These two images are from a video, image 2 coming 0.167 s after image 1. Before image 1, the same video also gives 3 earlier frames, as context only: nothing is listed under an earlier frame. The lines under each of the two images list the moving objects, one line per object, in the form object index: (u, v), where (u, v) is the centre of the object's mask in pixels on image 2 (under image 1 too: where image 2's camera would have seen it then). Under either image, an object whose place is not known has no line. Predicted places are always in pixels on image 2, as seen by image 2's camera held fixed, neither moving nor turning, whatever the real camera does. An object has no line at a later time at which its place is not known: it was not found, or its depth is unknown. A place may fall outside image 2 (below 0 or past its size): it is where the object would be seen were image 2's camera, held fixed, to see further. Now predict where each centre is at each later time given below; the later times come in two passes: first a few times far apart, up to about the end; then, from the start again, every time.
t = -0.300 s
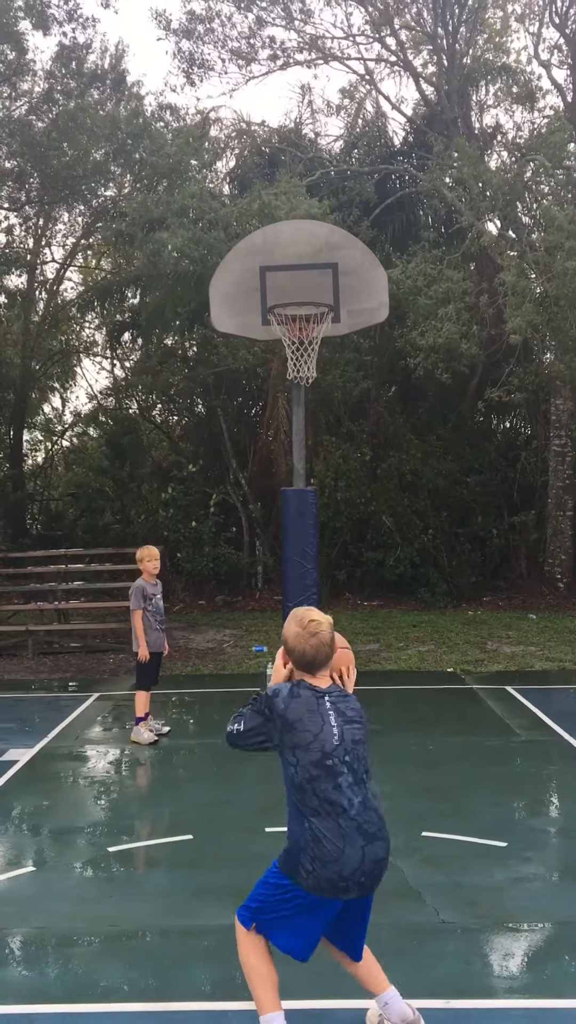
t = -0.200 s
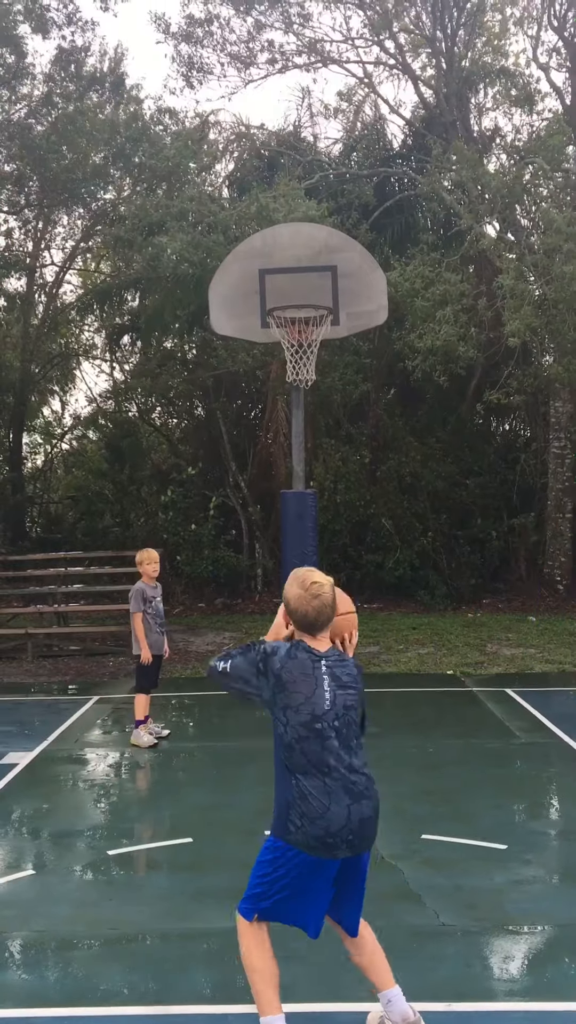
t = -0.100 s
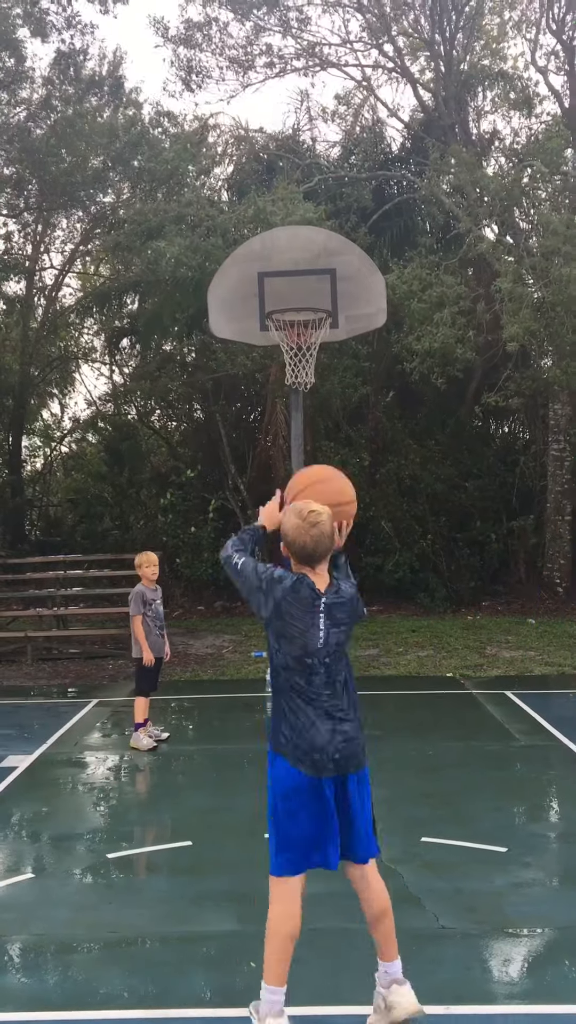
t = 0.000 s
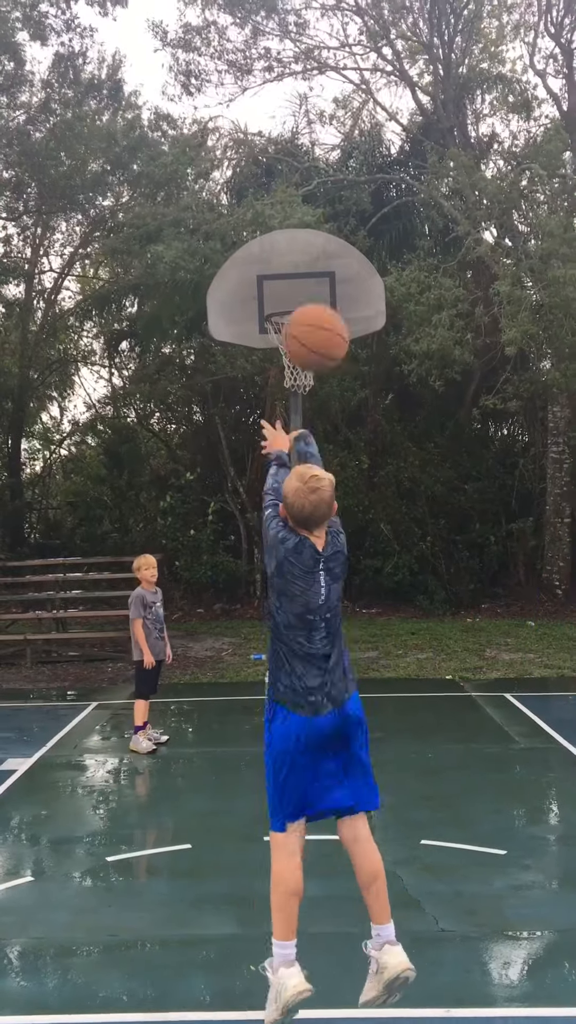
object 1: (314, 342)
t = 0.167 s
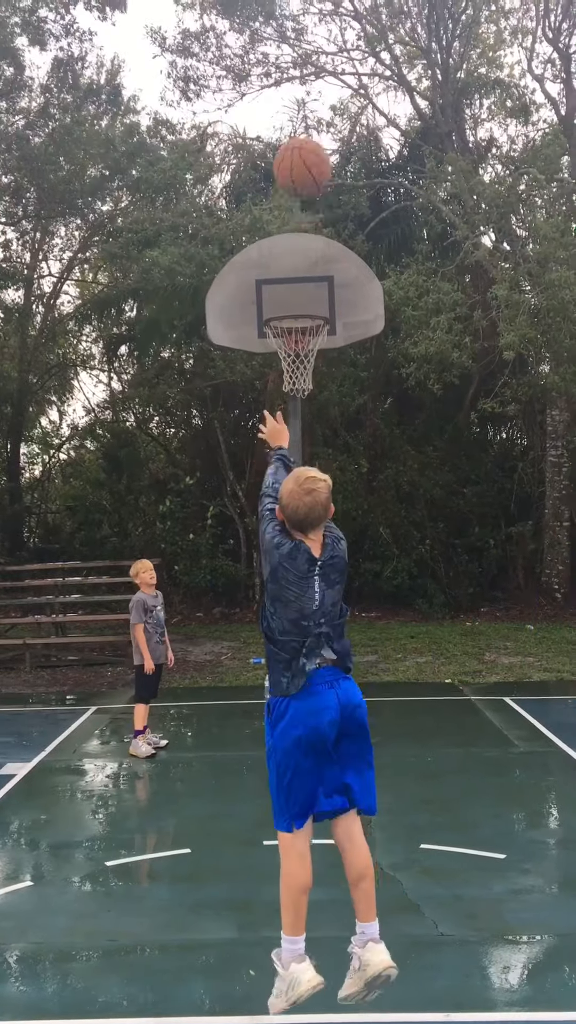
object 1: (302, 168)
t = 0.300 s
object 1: (296, 104)
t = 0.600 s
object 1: (289, 107)
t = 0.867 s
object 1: (286, 219)
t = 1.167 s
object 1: (283, 305)
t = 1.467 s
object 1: (249, 300)
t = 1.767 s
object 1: (223, 401)
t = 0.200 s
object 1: (300, 146)
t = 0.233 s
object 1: (298, 131)
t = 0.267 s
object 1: (297, 115)
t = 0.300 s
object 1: (296, 104)
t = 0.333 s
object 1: (294, 94)
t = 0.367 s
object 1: (293, 89)
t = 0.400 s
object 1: (292, 86)
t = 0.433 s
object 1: (292, 85)
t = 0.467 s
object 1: (291, 85)
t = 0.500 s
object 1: (290, 88)
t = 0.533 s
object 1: (290, 92)
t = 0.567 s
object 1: (289, 99)
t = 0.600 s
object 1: (289, 107)
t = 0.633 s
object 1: (289, 118)
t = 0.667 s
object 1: (288, 129)
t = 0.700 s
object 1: (287, 141)
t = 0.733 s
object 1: (288, 154)
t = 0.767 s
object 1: (287, 168)
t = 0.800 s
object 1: (286, 185)
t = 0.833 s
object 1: (287, 201)
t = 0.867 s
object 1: (286, 219)
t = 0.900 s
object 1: (286, 237)
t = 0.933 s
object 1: (286, 258)
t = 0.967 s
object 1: (287, 278)
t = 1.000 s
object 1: (286, 299)
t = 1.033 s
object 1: (288, 314)
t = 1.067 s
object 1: (298, 319)
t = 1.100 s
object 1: (309, 307)
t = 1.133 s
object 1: (296, 306)
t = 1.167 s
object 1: (283, 305)
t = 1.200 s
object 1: (272, 306)
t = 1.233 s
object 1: (269, 301)
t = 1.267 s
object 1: (267, 297)
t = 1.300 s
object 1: (263, 293)
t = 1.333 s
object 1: (261, 292)
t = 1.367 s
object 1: (258, 292)
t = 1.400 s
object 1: (254, 292)
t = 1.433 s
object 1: (250, 296)
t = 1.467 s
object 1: (249, 300)
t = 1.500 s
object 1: (246, 305)
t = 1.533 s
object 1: (243, 312)
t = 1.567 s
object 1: (239, 321)
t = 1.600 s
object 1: (237, 331)
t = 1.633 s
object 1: (233, 341)
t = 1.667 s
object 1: (231, 355)
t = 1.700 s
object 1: (228, 369)
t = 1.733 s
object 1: (226, 385)
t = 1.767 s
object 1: (223, 401)
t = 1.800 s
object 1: (221, 419)
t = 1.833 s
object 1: (218, 439)
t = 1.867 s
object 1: (216, 458)
